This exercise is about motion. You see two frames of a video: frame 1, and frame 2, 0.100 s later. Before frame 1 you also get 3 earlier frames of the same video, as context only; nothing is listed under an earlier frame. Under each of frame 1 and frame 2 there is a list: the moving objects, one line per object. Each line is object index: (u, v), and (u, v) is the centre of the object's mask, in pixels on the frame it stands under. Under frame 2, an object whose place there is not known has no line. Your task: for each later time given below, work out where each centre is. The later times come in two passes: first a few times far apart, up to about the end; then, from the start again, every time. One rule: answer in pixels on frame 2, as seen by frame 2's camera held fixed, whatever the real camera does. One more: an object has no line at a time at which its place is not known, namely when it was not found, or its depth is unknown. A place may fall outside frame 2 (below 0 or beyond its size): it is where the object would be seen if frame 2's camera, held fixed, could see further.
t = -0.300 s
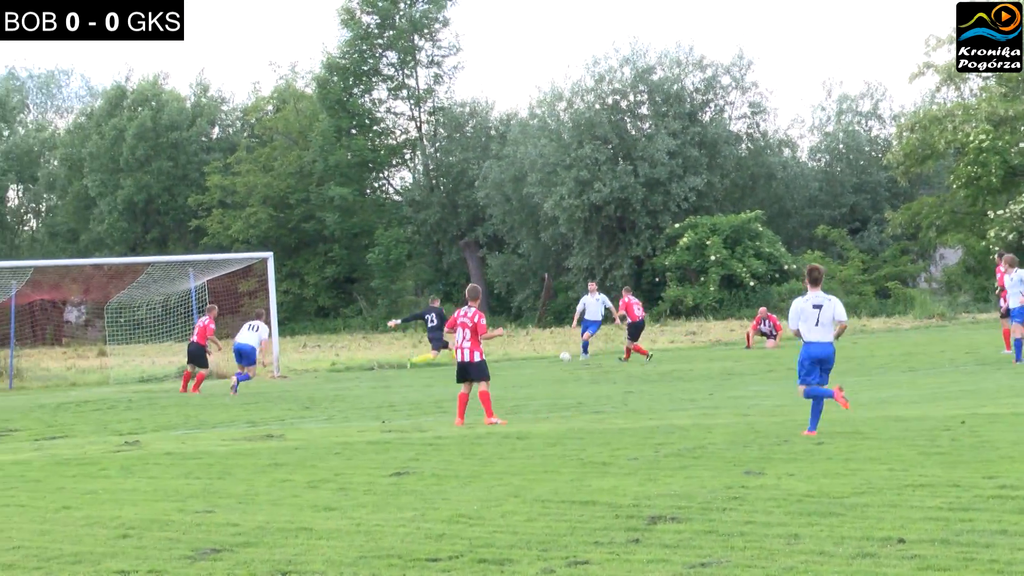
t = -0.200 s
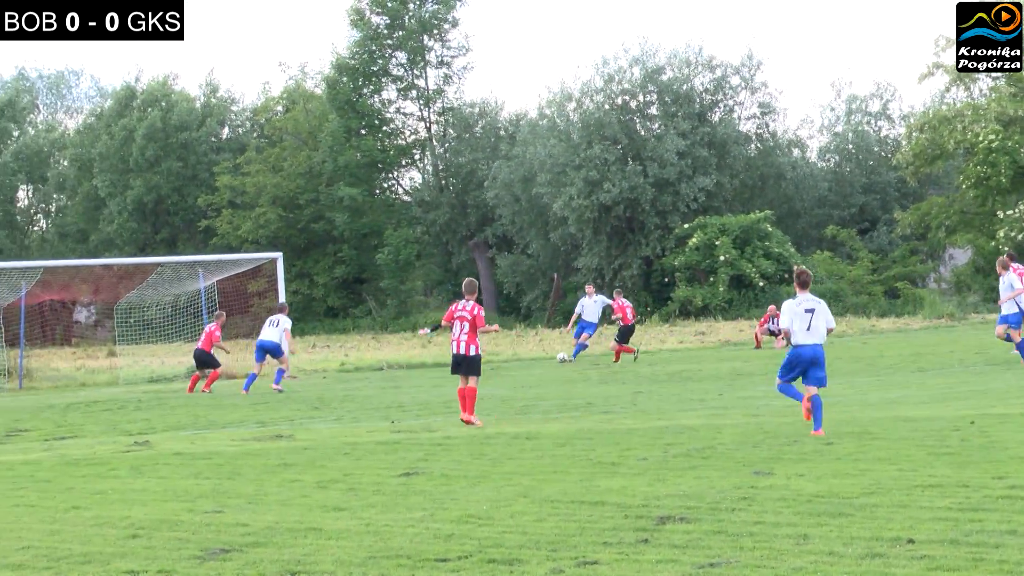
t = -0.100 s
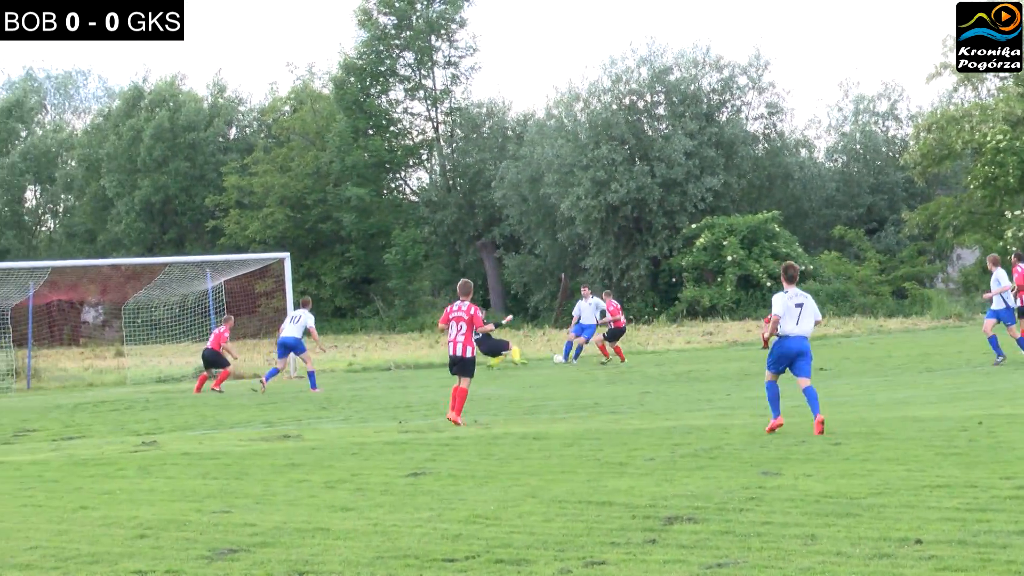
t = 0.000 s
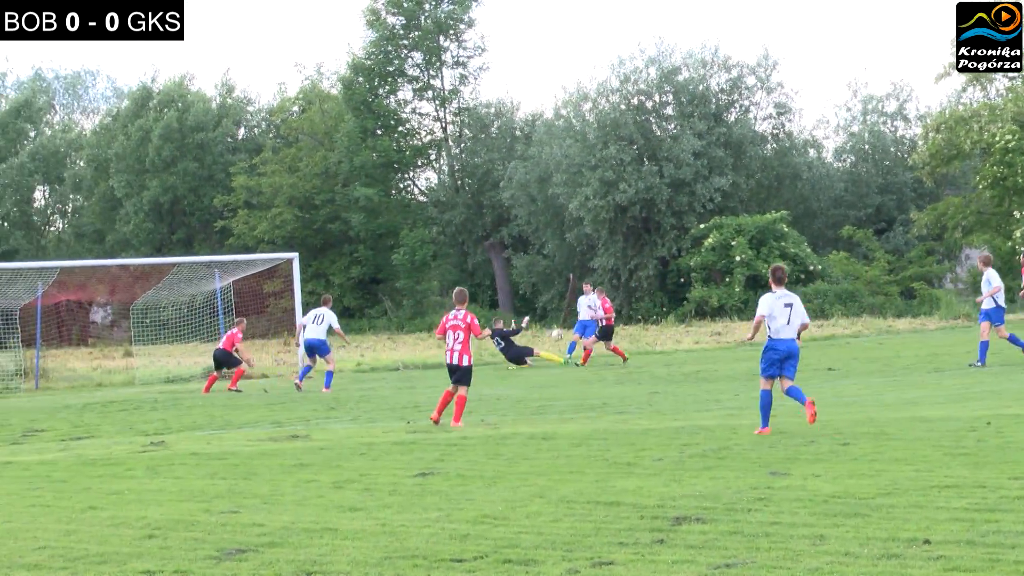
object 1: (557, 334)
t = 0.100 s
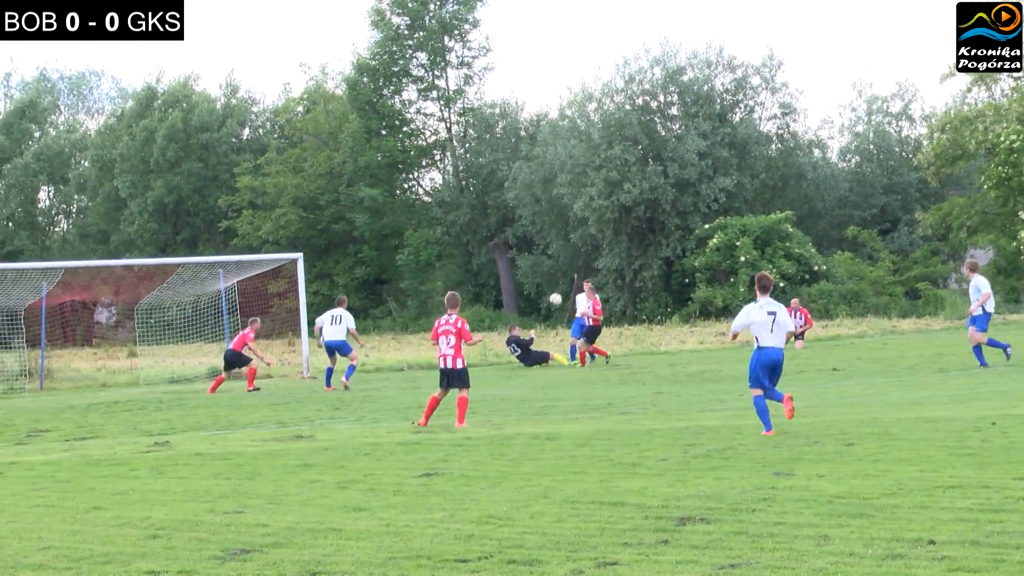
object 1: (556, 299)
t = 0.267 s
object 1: (548, 250)
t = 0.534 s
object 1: (537, 205)
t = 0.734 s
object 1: (532, 200)
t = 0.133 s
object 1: (554, 288)
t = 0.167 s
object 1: (553, 277)
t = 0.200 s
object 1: (551, 267)
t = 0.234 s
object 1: (550, 258)
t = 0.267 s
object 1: (548, 250)
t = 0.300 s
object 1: (547, 242)
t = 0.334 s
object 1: (545, 235)
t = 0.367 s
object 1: (544, 228)
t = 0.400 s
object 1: (542, 221)
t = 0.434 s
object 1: (541, 216)
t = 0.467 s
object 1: (539, 212)
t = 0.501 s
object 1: (538, 208)
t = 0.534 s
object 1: (537, 205)
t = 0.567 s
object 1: (536, 202)
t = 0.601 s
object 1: (534, 200)
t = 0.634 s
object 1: (534, 199)
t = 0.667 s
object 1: (533, 199)
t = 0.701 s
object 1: (532, 199)
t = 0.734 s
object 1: (532, 200)
